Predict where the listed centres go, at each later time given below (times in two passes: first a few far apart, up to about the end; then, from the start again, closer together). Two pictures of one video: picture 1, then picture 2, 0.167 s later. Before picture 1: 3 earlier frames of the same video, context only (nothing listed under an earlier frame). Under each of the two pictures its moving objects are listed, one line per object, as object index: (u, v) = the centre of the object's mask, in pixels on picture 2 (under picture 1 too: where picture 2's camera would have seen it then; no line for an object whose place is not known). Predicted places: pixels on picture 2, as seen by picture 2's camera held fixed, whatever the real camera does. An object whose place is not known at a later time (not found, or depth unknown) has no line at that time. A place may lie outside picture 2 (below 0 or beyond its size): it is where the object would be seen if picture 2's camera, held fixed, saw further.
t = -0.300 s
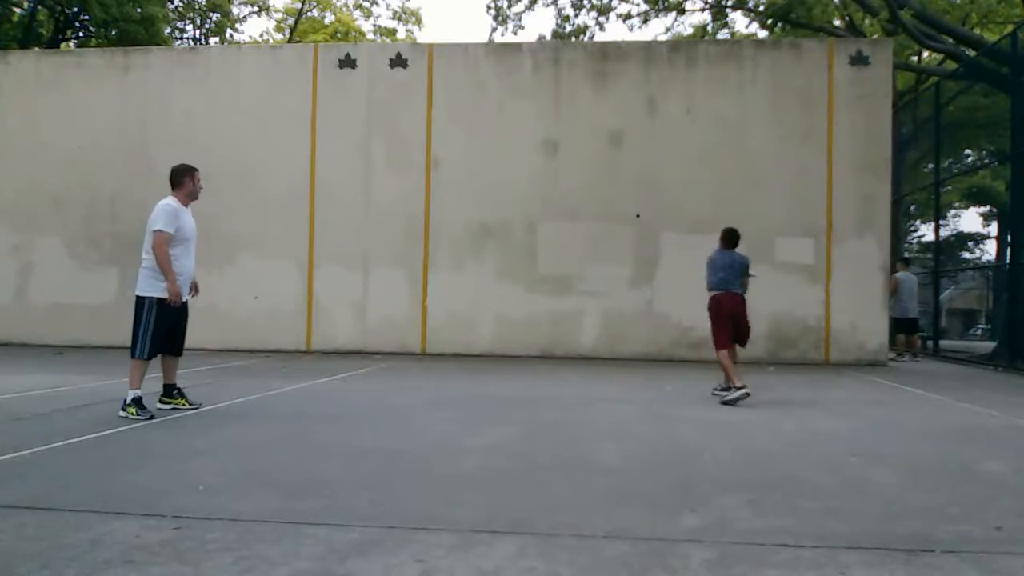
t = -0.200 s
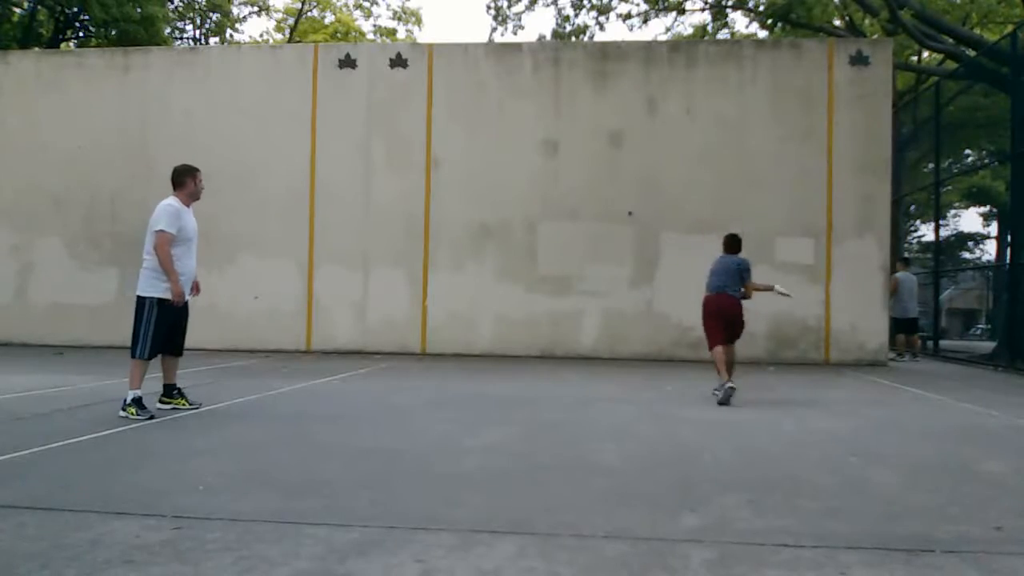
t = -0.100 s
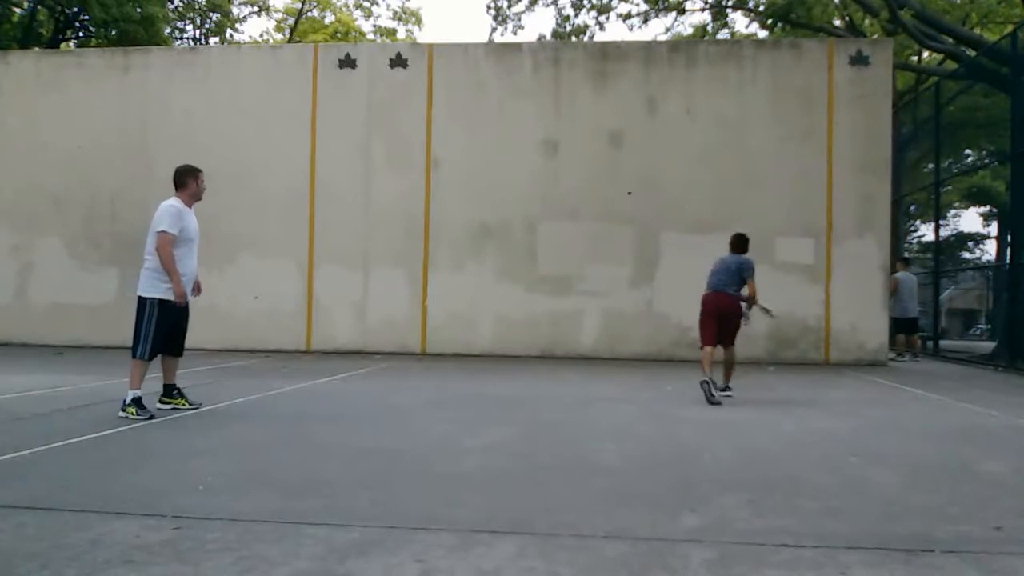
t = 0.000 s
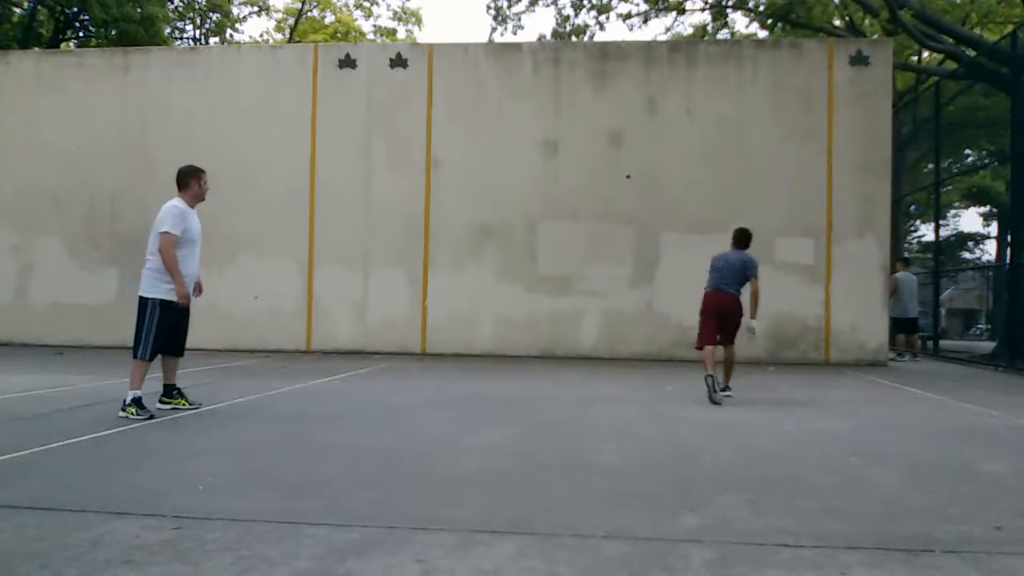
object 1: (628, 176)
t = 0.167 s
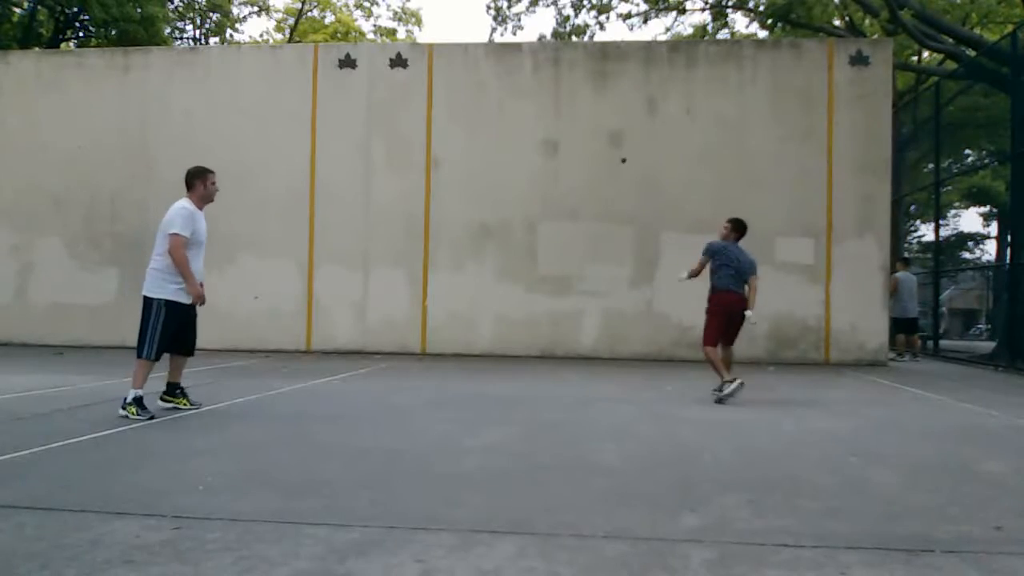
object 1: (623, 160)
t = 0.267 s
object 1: (620, 161)
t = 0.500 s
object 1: (603, 230)
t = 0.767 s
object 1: (530, 510)
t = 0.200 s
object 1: (622, 159)
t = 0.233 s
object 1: (621, 159)
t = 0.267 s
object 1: (620, 161)
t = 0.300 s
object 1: (618, 164)
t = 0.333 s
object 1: (617, 168)
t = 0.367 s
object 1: (615, 175)
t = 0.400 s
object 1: (612, 184)
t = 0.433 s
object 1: (610, 196)
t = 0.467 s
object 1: (607, 211)
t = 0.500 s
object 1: (603, 230)
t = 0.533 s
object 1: (598, 256)
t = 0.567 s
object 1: (592, 288)
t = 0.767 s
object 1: (530, 510)
